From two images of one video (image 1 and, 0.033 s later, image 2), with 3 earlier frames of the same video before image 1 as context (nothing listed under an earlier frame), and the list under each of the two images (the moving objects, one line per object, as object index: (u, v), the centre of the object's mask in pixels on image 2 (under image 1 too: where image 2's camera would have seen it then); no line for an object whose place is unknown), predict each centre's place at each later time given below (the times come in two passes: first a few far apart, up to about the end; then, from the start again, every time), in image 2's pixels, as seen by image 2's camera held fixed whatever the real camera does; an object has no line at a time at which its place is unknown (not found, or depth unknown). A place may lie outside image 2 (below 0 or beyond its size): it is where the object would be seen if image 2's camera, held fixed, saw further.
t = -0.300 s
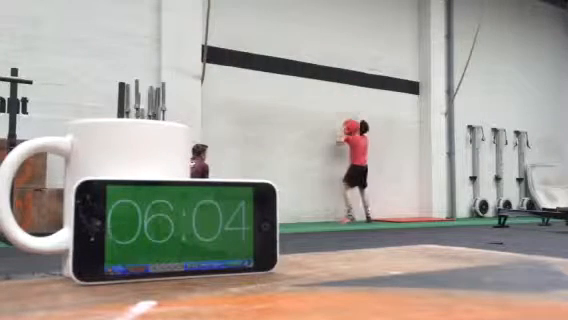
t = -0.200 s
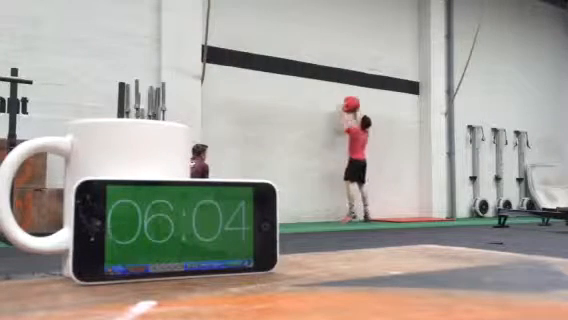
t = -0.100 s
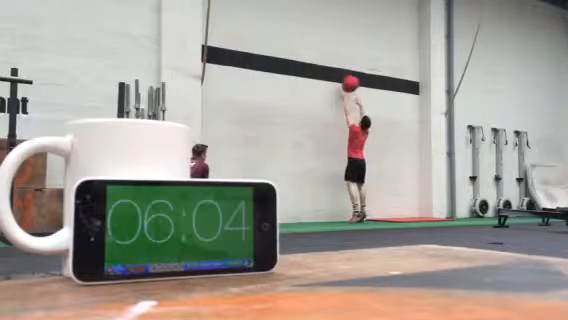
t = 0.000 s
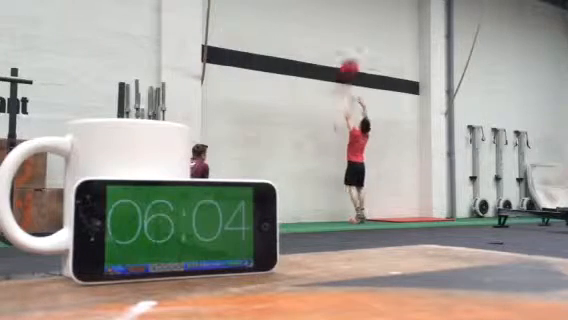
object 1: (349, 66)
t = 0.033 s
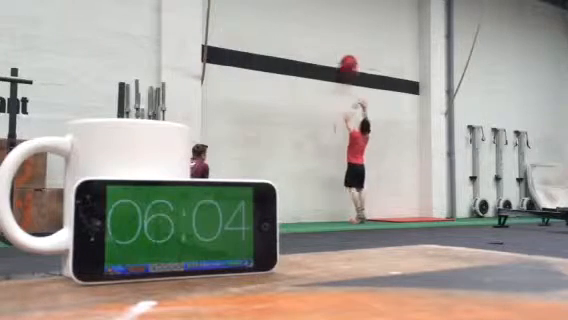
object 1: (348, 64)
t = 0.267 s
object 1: (346, 49)
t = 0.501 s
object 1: (347, 58)
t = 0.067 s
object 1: (348, 59)
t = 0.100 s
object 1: (347, 56)
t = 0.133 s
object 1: (347, 54)
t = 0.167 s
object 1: (346, 53)
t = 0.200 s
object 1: (346, 51)
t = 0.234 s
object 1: (346, 50)
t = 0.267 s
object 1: (346, 49)
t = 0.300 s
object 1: (346, 49)
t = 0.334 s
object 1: (346, 50)
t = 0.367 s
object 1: (346, 51)
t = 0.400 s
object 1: (346, 52)
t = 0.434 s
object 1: (347, 54)
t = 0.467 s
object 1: (347, 56)
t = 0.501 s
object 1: (347, 58)
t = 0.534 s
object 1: (348, 62)
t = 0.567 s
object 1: (349, 66)
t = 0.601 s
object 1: (349, 71)
